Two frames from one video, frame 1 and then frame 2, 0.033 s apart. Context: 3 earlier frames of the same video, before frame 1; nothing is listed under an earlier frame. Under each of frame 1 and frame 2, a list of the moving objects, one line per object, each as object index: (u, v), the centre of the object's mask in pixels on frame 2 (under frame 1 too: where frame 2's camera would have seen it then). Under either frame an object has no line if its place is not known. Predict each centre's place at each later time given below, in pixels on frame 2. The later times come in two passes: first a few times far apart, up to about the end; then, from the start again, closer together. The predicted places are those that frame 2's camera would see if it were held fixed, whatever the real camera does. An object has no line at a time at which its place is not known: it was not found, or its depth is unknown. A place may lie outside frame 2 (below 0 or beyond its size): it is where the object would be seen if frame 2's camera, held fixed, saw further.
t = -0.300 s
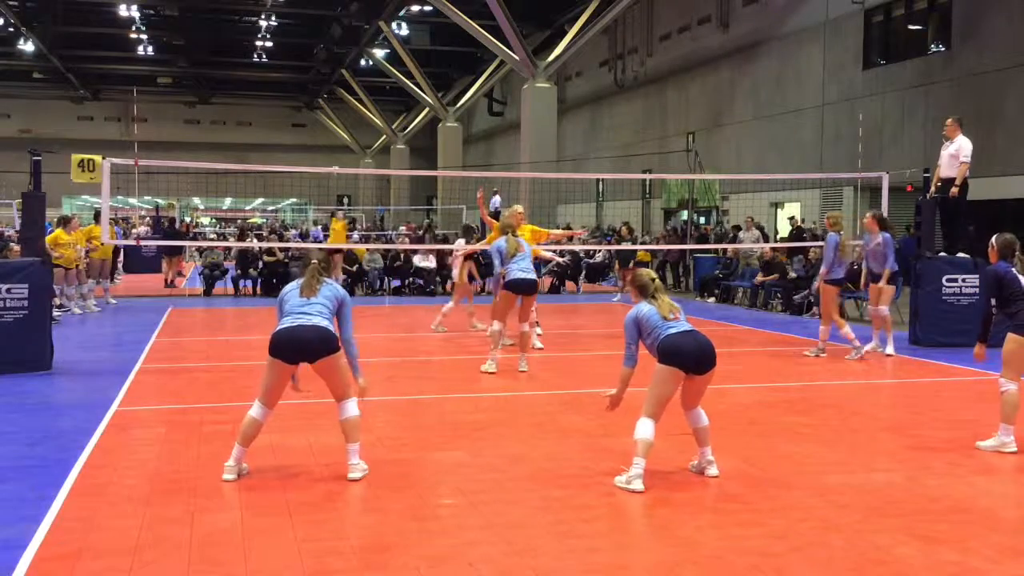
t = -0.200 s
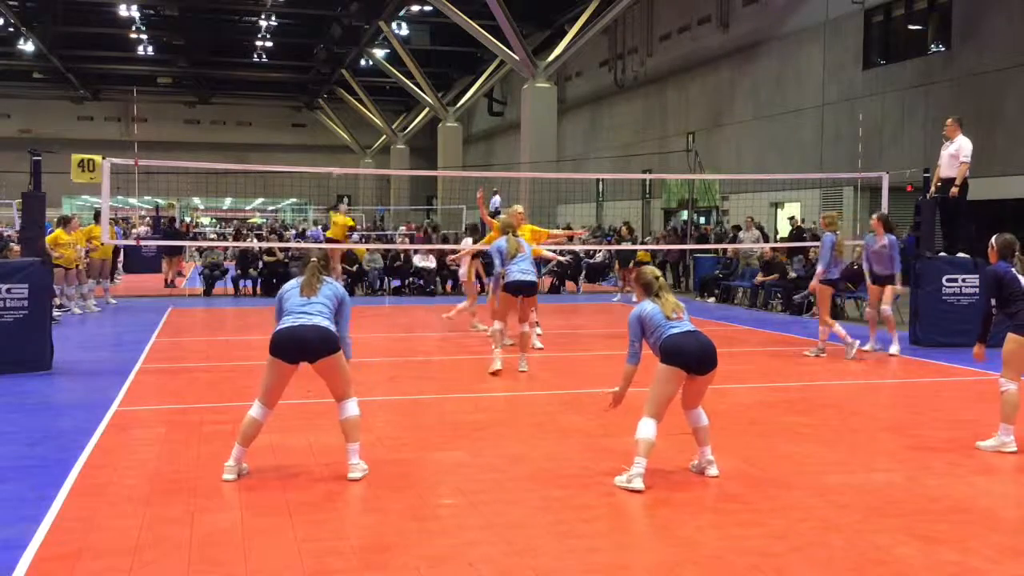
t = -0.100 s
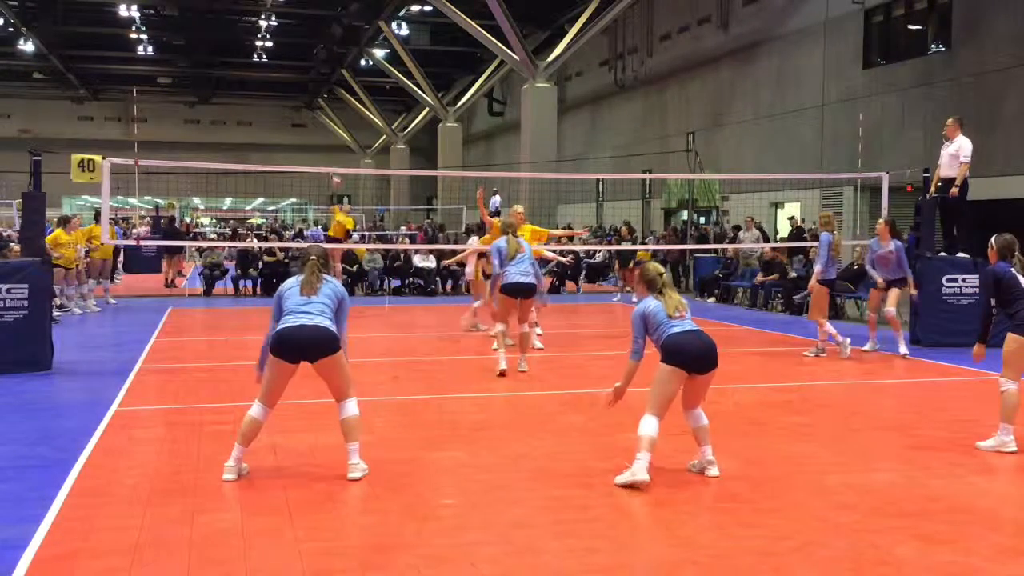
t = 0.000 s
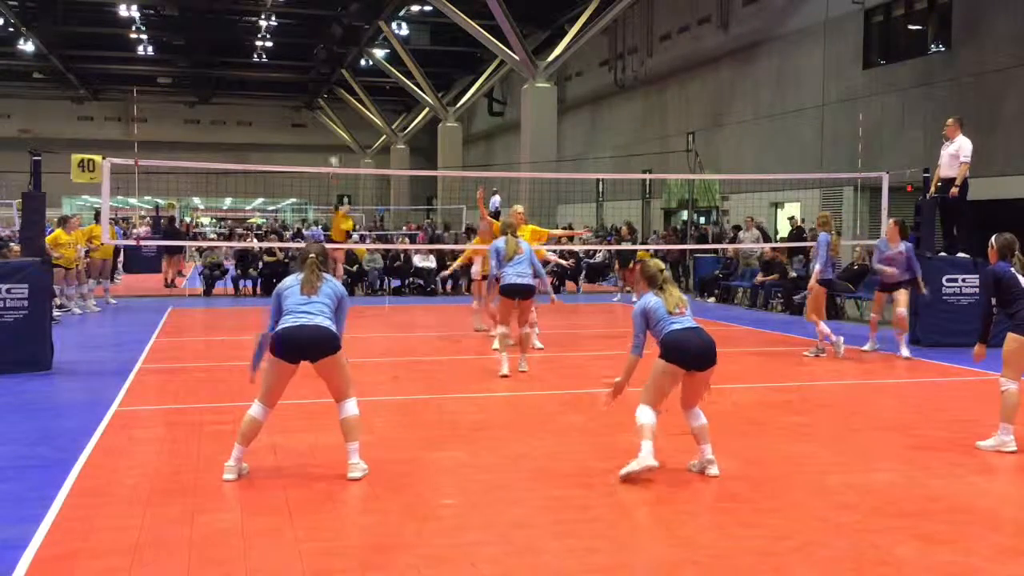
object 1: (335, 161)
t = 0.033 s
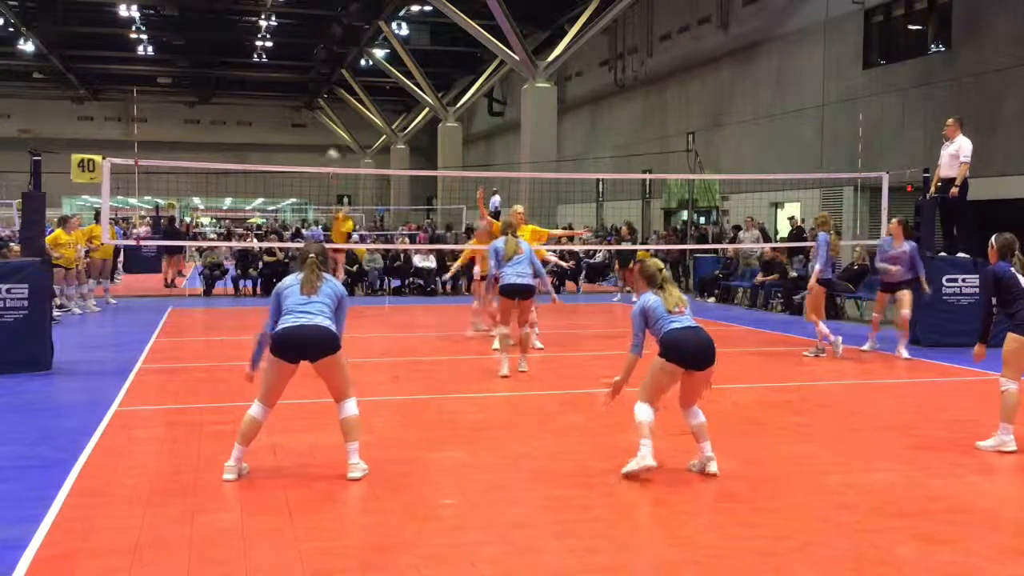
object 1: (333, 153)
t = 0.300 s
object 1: (326, 102)
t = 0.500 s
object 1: (320, 80)
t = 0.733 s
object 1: (311, 77)
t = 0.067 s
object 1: (332, 147)
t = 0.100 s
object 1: (333, 141)
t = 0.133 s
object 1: (331, 133)
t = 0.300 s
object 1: (326, 102)
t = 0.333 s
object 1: (325, 98)
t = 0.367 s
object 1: (325, 94)
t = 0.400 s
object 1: (324, 90)
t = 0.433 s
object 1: (323, 86)
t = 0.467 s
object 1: (321, 83)
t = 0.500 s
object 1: (320, 80)
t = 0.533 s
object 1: (318, 77)
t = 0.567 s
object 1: (317, 75)
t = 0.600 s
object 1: (316, 74)
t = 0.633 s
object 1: (315, 73)
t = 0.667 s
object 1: (314, 73)
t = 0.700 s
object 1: (312, 74)
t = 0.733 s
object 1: (311, 77)
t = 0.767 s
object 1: (310, 80)
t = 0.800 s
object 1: (309, 87)
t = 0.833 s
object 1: (309, 92)
